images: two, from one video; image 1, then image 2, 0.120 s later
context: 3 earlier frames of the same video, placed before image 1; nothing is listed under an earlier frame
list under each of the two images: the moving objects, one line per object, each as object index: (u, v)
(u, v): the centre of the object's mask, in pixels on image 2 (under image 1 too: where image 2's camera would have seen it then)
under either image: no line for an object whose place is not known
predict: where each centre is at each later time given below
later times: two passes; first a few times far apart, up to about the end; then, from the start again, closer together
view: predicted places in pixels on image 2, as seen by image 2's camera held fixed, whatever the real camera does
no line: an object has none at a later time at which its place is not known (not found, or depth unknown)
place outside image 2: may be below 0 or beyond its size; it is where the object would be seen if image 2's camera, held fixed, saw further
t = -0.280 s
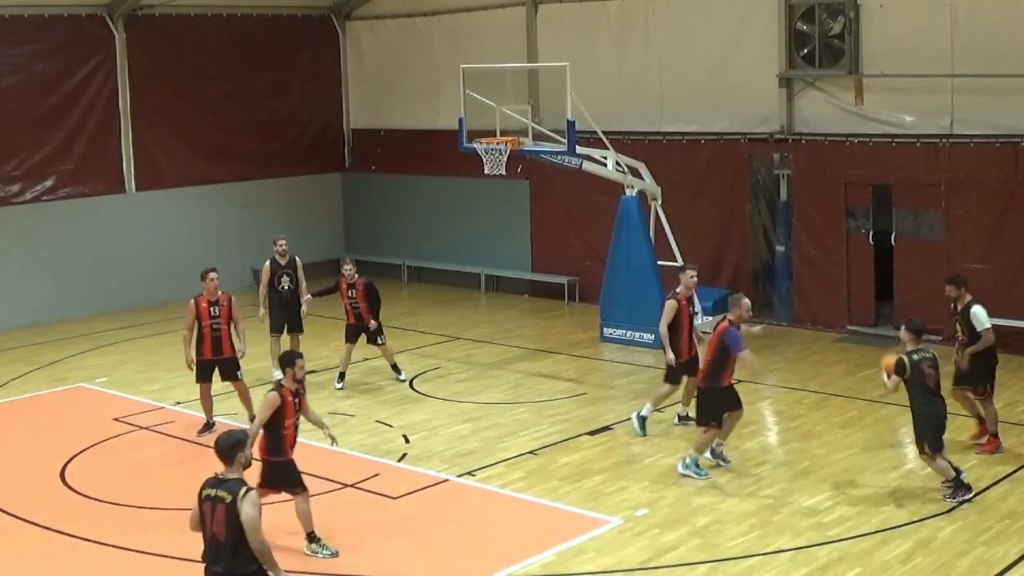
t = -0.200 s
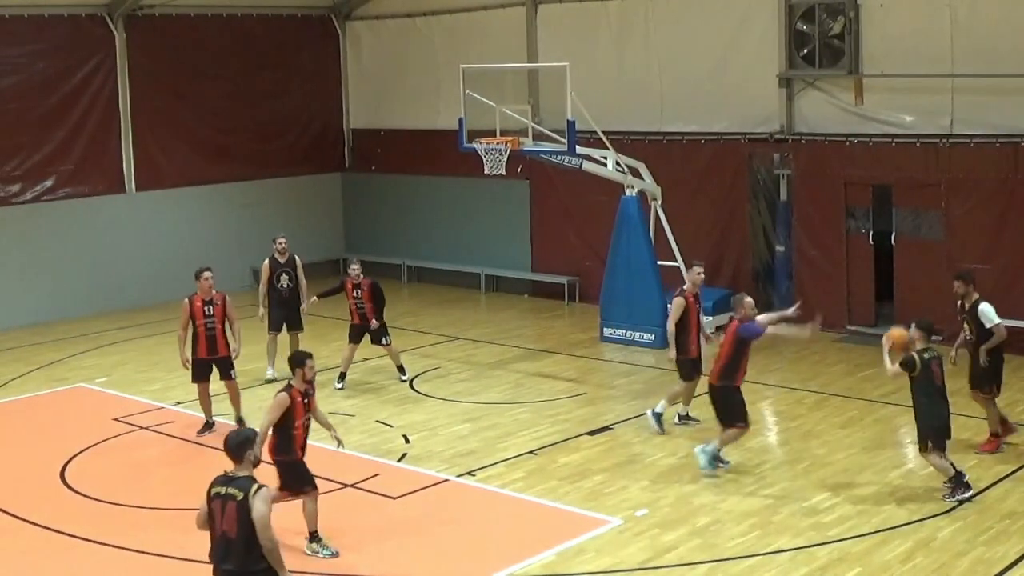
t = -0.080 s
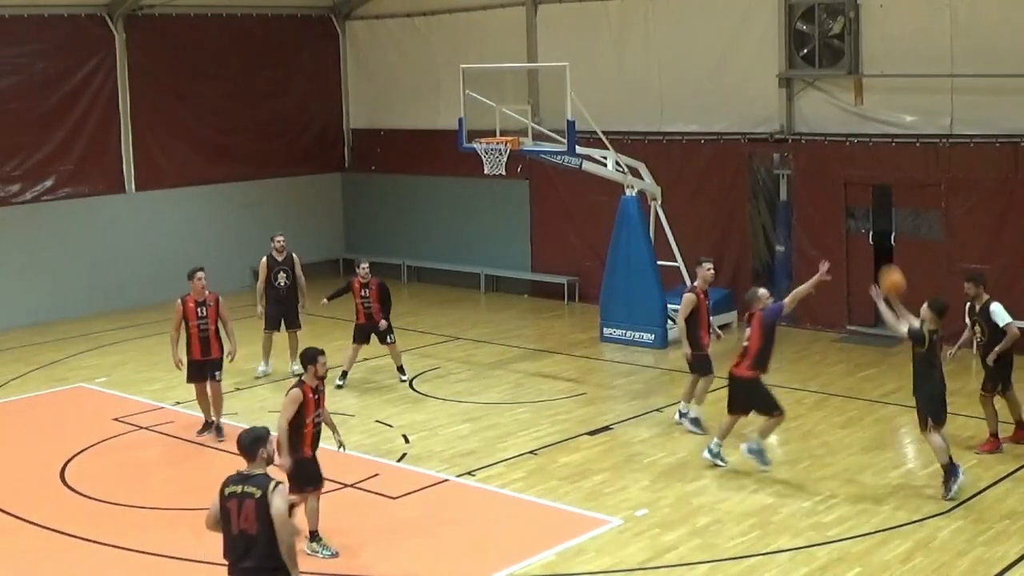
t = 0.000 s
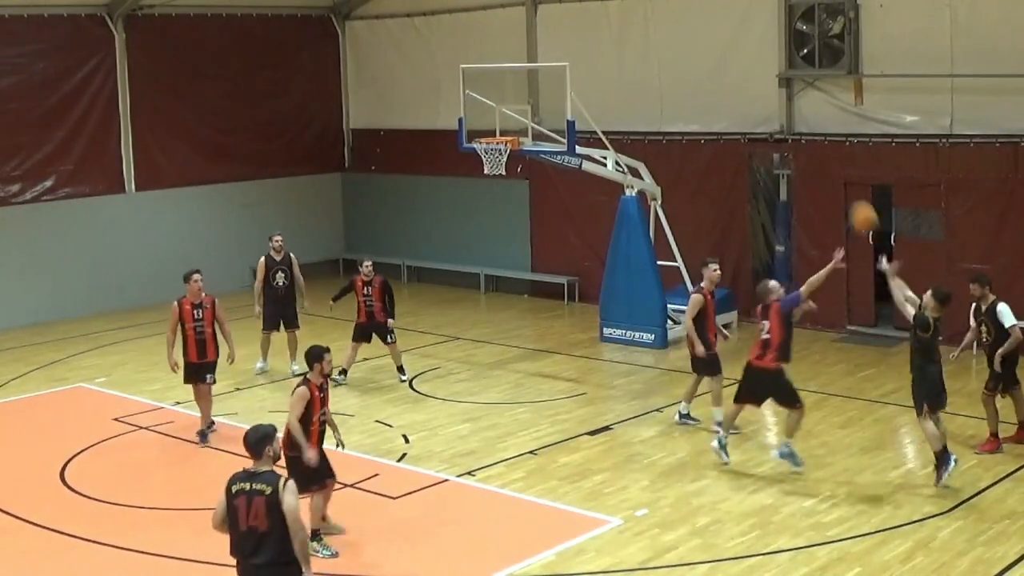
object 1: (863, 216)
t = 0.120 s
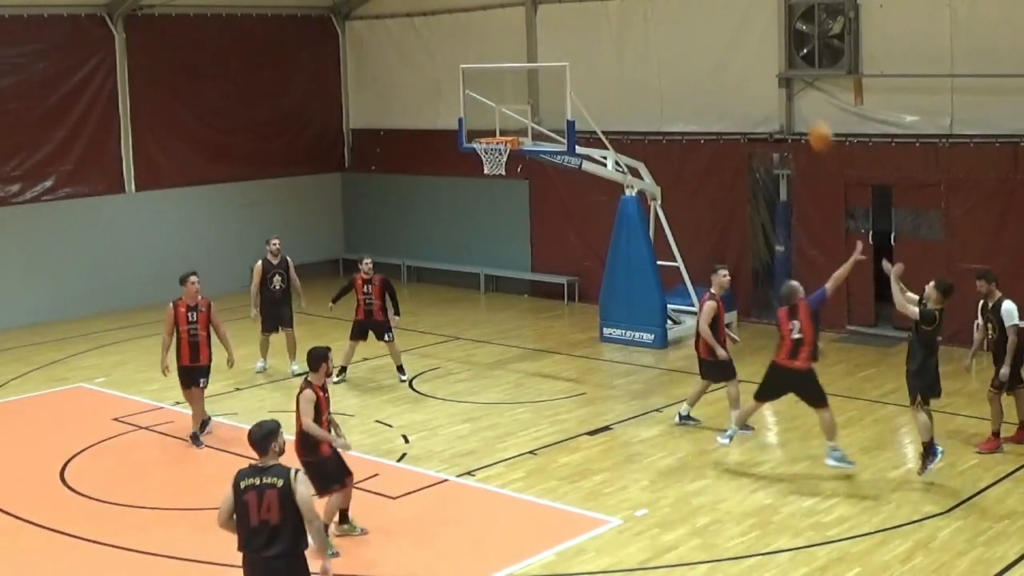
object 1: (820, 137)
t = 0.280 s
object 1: (765, 54)
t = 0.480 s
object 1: (703, 4)
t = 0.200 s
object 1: (793, 89)
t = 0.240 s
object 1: (780, 72)
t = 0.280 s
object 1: (765, 54)
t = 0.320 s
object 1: (753, 40)
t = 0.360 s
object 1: (740, 26)
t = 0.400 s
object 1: (728, 15)
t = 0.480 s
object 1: (703, 4)
